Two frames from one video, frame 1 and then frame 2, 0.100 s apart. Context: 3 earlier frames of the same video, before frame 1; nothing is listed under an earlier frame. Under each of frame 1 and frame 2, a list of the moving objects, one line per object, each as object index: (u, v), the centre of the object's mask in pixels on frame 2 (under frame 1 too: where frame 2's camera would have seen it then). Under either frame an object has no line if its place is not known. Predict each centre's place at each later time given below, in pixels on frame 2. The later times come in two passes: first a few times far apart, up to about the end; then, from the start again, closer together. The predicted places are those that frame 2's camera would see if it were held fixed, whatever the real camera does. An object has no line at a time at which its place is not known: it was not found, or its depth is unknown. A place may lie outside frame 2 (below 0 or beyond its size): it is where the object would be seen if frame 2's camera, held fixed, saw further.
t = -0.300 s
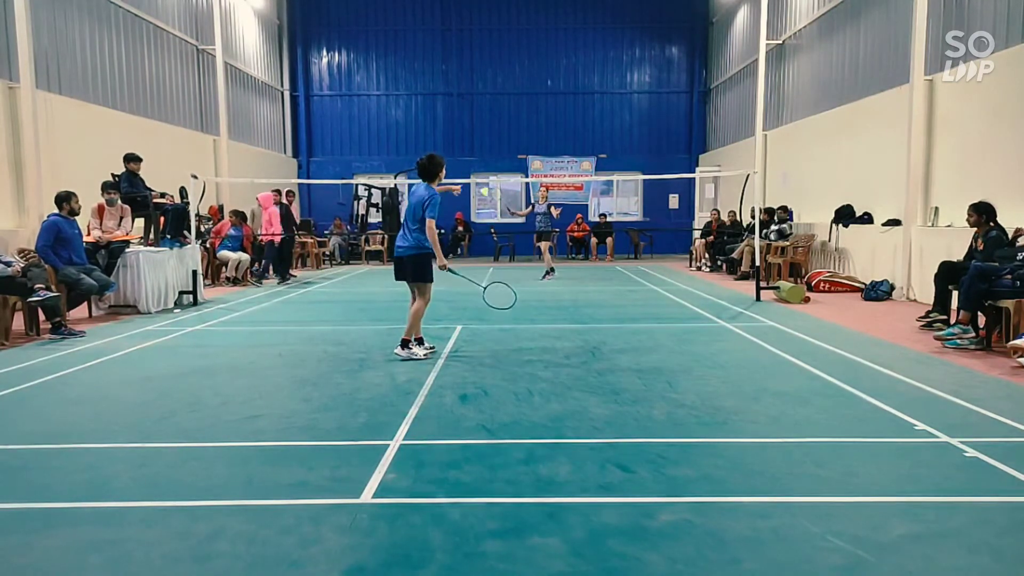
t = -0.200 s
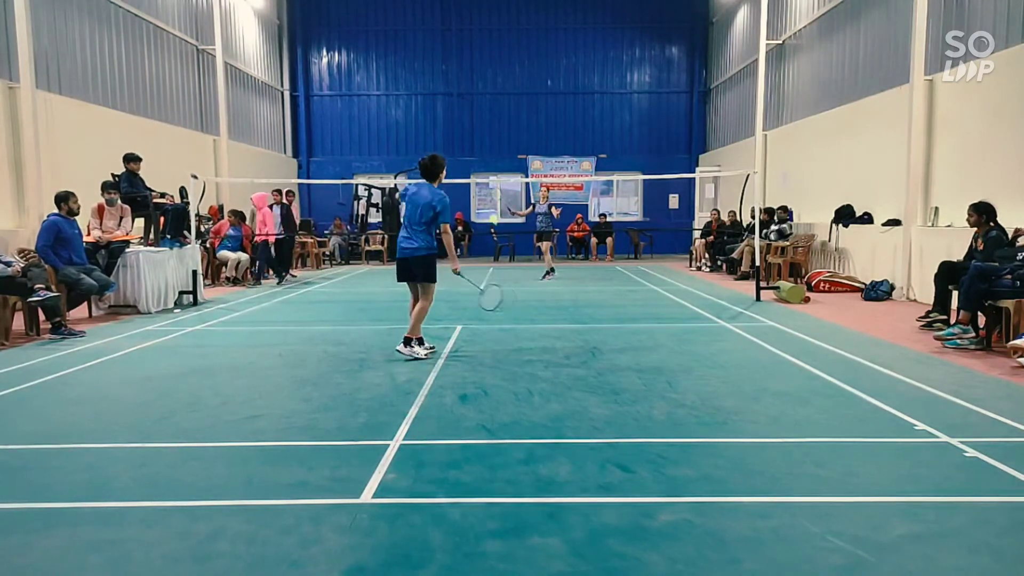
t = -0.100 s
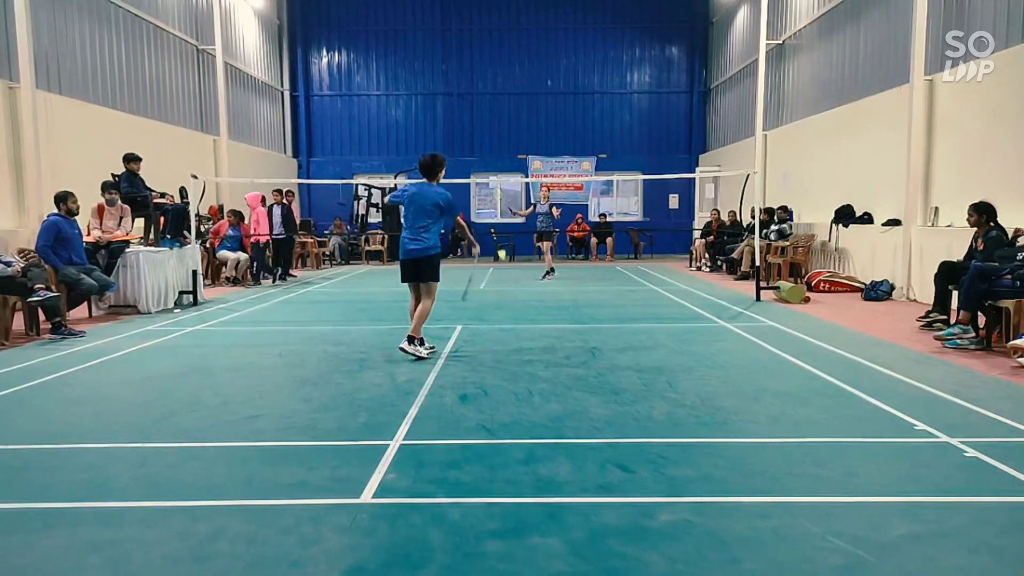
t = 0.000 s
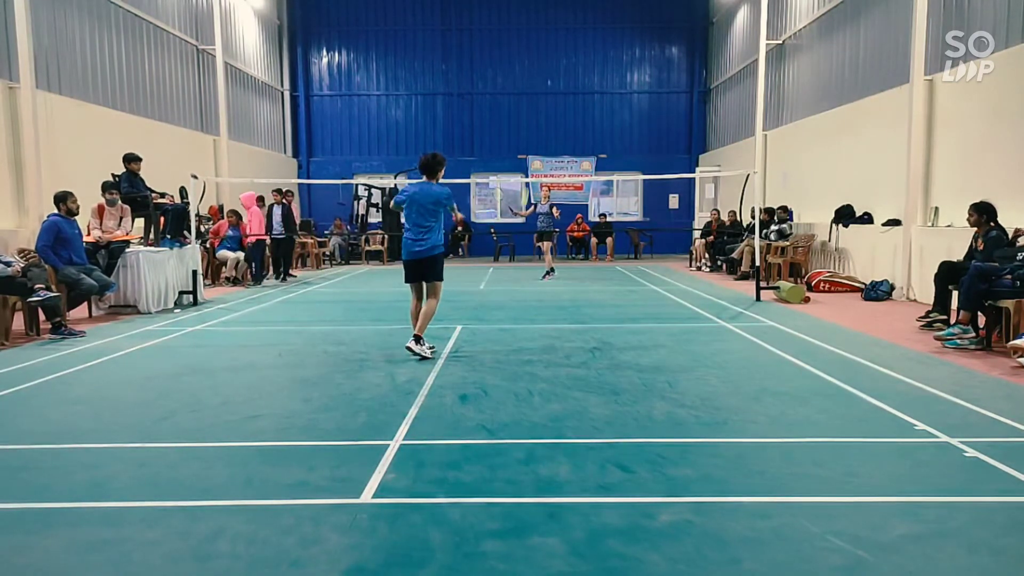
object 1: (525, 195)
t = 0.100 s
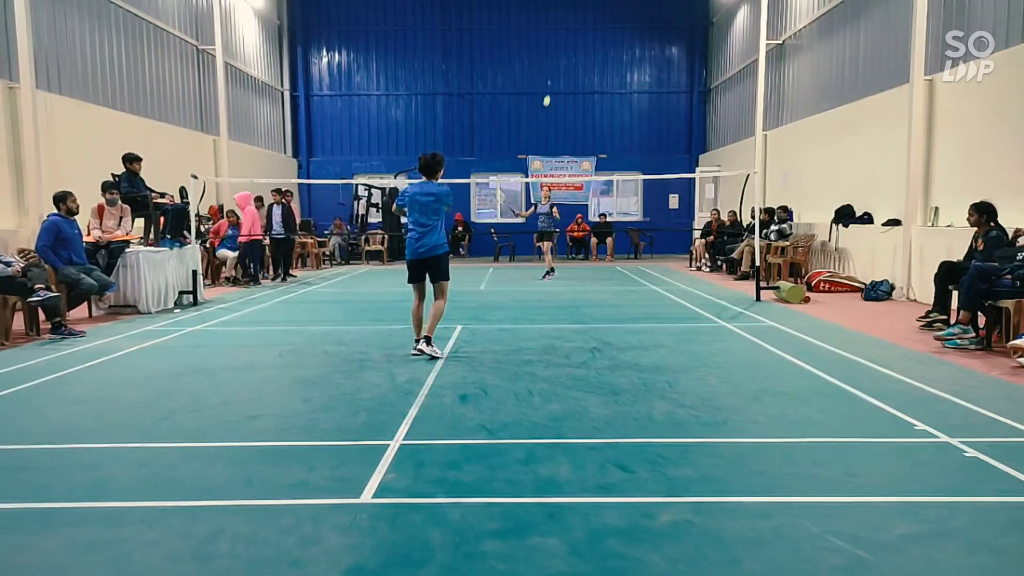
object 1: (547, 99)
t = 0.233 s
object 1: (562, 46)
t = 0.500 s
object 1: (577, 20)
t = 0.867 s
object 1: (589, 60)
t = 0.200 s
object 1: (559, 55)
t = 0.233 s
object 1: (562, 46)
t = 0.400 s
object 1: (572, 22)
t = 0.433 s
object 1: (574, 21)
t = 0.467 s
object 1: (575, 20)
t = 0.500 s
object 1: (577, 20)
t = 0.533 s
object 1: (578, 21)
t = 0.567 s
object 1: (579, 23)
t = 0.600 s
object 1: (580, 25)
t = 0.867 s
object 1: (589, 60)
